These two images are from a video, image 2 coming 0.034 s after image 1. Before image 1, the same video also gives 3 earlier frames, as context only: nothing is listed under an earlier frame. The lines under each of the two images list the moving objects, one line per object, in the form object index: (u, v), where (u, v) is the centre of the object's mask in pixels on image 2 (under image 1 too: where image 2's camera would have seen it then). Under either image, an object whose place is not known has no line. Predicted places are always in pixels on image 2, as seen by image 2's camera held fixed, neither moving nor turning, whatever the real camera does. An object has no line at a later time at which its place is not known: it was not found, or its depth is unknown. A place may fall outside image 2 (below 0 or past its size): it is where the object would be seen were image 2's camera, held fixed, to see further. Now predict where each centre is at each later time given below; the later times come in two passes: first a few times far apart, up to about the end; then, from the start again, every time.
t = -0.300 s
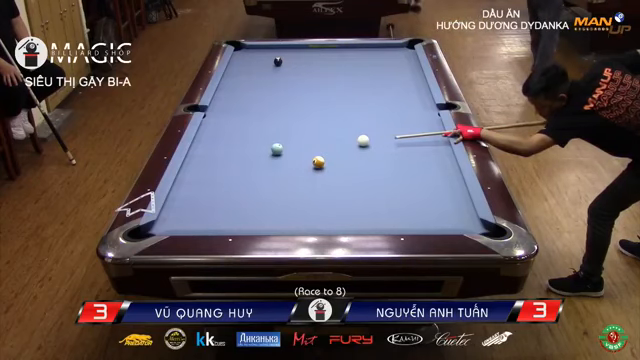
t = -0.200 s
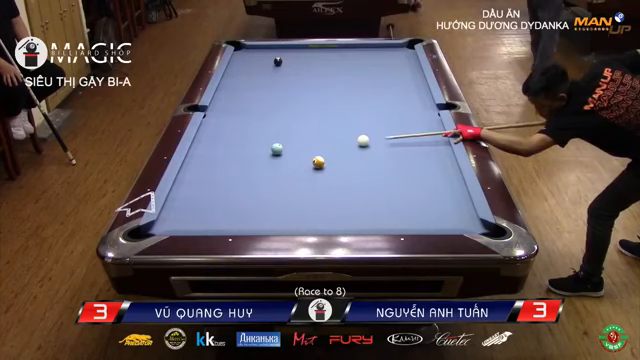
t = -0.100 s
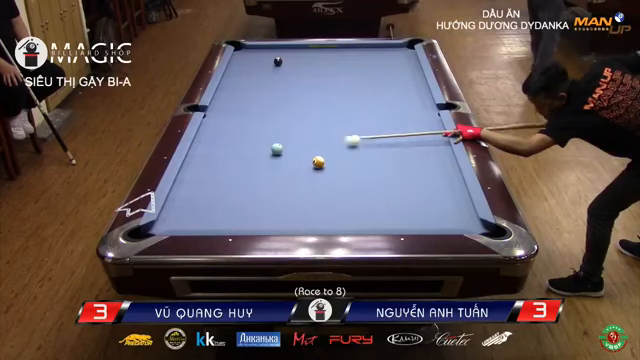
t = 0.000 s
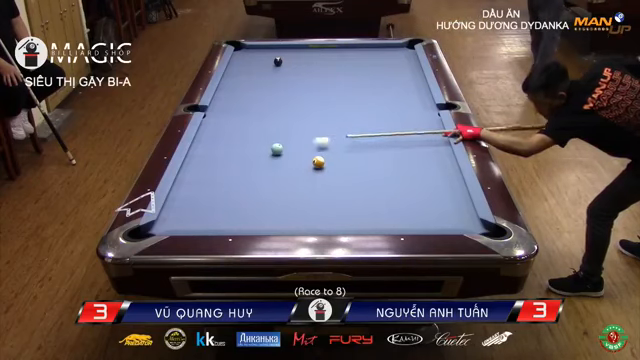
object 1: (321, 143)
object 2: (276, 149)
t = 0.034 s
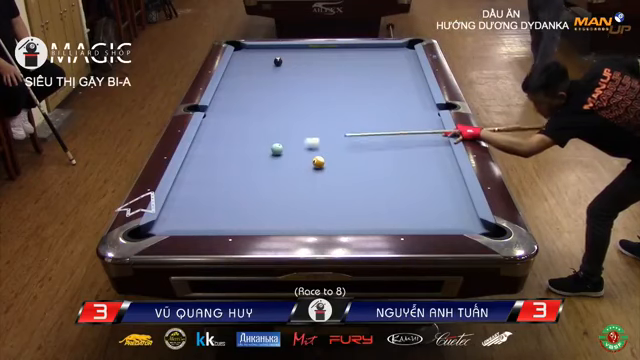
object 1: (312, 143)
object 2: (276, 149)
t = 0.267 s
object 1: (251, 141)
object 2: (268, 155)
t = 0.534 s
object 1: (206, 134)
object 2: (254, 165)
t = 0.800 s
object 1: (240, 129)
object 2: (239, 175)
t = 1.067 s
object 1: (270, 123)
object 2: (225, 186)
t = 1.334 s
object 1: (299, 118)
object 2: (210, 196)
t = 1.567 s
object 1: (322, 114)
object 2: (198, 204)
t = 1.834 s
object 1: (347, 109)
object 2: (183, 214)
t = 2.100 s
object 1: (370, 105)
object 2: (170, 222)
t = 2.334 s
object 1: (389, 102)
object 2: (158, 228)
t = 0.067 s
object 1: (302, 143)
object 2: (276, 149)
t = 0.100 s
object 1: (292, 144)
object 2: (276, 149)
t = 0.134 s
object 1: (284, 143)
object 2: (276, 149)
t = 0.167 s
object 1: (274, 141)
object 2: (274, 151)
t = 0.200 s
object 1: (266, 142)
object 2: (272, 152)
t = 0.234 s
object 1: (259, 141)
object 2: (270, 154)
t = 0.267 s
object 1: (251, 141)
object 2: (268, 155)
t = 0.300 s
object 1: (243, 140)
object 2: (266, 156)
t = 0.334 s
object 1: (236, 139)
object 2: (264, 157)
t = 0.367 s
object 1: (229, 138)
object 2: (263, 159)
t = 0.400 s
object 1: (221, 137)
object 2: (261, 160)
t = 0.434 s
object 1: (214, 137)
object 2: (259, 161)
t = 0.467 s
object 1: (206, 136)
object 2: (257, 162)
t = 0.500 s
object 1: (201, 136)
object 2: (255, 164)
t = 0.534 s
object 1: (206, 134)
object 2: (254, 165)
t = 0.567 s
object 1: (211, 134)
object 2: (252, 167)
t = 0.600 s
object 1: (216, 133)
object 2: (250, 168)
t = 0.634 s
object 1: (220, 132)
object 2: (248, 169)
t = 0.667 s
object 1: (224, 132)
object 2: (247, 170)
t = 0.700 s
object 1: (228, 131)
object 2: (245, 171)
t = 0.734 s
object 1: (232, 130)
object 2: (243, 173)
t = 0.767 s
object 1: (236, 129)
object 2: (241, 174)
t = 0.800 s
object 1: (240, 129)
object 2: (239, 175)
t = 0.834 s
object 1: (244, 128)
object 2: (237, 177)
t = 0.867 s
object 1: (248, 127)
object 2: (236, 178)
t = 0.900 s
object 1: (252, 126)
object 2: (234, 179)
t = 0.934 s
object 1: (256, 126)
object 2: (232, 180)
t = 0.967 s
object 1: (260, 125)
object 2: (230, 182)
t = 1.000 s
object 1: (263, 125)
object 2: (229, 183)
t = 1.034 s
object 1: (267, 124)
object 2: (227, 184)
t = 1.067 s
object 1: (270, 123)
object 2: (225, 186)
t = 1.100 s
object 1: (274, 122)
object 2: (223, 187)
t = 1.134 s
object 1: (278, 122)
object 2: (221, 188)
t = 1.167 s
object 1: (281, 121)
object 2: (220, 189)
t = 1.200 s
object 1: (285, 120)
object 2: (218, 190)
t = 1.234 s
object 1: (288, 120)
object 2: (216, 192)
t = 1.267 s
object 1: (292, 119)
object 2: (214, 193)
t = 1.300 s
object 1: (295, 118)
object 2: (212, 194)
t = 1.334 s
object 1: (299, 118)
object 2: (210, 196)
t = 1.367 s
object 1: (302, 117)
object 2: (209, 197)
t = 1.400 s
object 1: (306, 117)
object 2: (207, 198)
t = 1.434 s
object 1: (309, 116)
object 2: (205, 199)
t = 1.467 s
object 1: (312, 116)
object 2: (203, 201)
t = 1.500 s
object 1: (316, 115)
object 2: (201, 202)
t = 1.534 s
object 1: (319, 114)
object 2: (199, 203)
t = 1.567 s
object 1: (322, 114)
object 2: (198, 204)
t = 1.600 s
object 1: (325, 113)
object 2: (196, 206)
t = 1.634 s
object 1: (329, 113)
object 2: (194, 207)
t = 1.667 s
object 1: (331, 112)
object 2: (192, 208)
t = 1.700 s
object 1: (335, 112)
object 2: (191, 209)
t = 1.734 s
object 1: (338, 111)
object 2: (189, 211)
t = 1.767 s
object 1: (341, 111)
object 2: (187, 212)
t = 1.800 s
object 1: (344, 110)
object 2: (185, 213)
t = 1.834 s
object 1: (347, 109)
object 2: (183, 214)
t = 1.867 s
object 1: (350, 109)
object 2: (182, 215)
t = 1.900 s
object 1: (353, 108)
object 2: (180, 216)
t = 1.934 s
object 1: (356, 108)
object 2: (178, 218)
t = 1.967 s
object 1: (359, 107)
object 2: (177, 219)
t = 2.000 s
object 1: (362, 106)
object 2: (175, 219)
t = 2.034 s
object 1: (364, 106)
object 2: (173, 220)
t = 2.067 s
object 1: (368, 106)
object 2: (172, 221)
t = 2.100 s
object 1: (370, 105)
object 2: (170, 222)
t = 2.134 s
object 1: (373, 105)
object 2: (168, 222)
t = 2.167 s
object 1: (376, 104)
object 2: (167, 224)
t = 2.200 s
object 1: (379, 104)
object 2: (165, 225)
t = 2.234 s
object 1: (381, 103)
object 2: (163, 226)
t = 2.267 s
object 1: (384, 103)
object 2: (161, 227)
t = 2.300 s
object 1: (387, 102)
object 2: (160, 227)
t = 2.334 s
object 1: (389, 102)
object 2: (158, 228)
